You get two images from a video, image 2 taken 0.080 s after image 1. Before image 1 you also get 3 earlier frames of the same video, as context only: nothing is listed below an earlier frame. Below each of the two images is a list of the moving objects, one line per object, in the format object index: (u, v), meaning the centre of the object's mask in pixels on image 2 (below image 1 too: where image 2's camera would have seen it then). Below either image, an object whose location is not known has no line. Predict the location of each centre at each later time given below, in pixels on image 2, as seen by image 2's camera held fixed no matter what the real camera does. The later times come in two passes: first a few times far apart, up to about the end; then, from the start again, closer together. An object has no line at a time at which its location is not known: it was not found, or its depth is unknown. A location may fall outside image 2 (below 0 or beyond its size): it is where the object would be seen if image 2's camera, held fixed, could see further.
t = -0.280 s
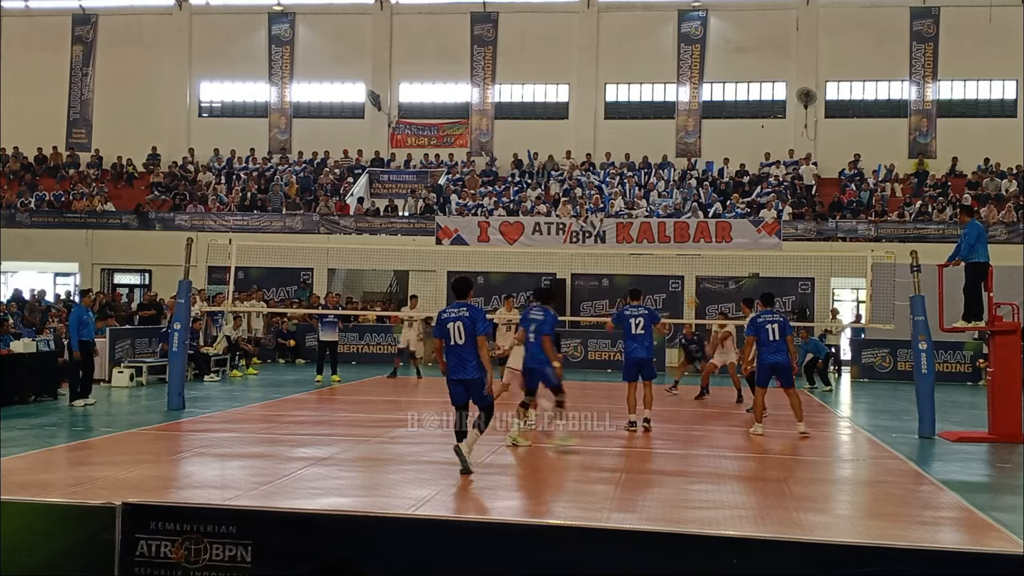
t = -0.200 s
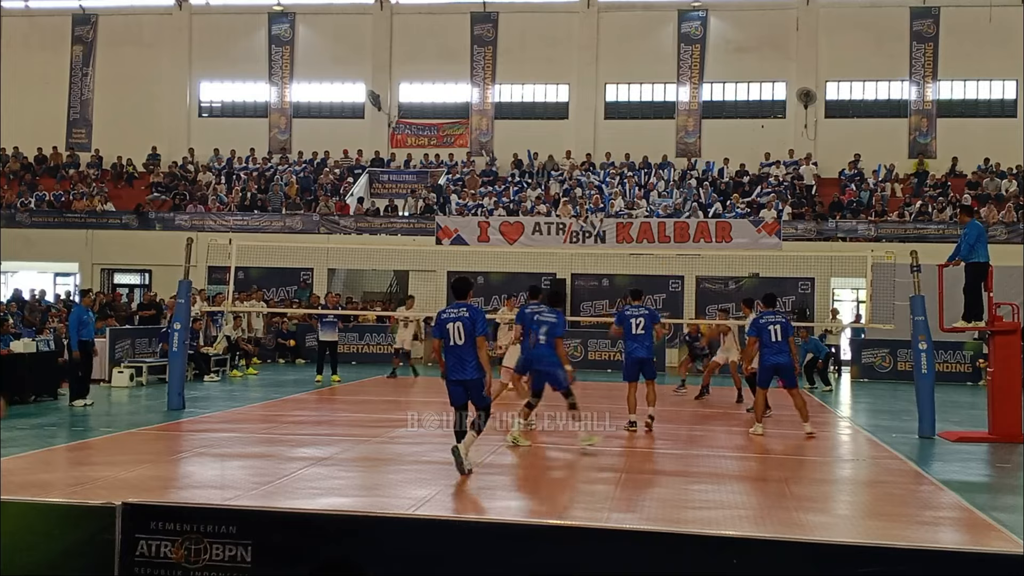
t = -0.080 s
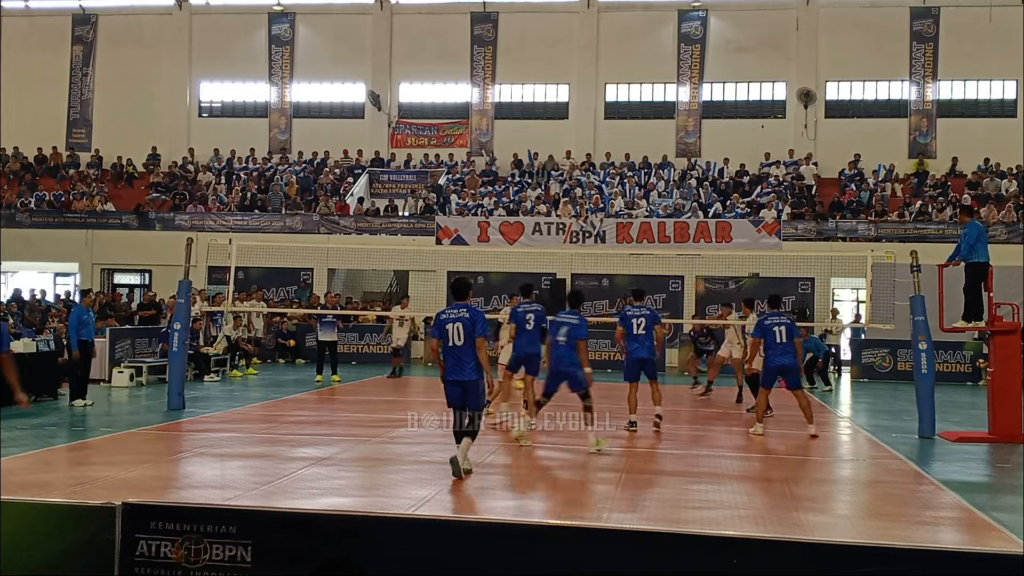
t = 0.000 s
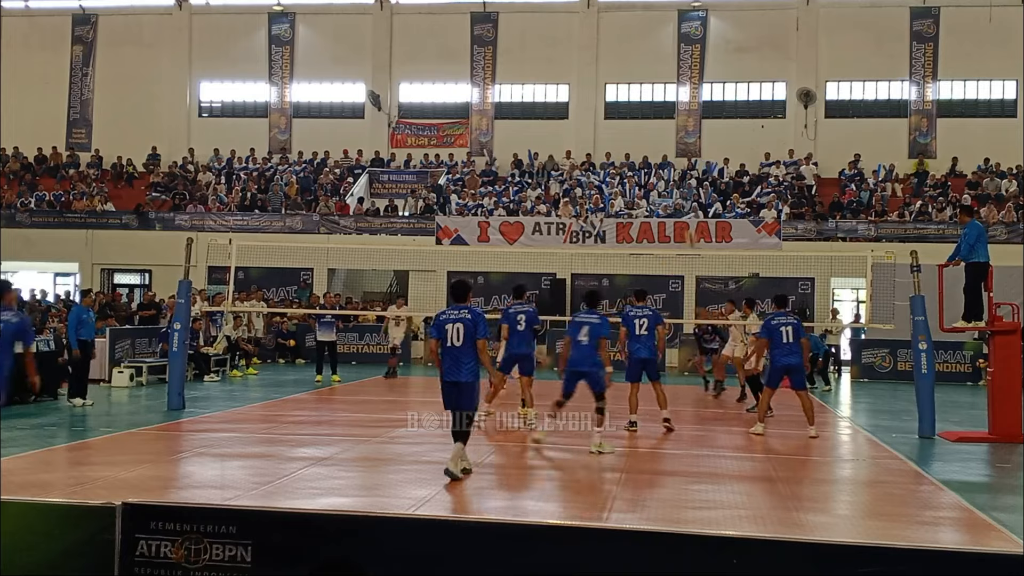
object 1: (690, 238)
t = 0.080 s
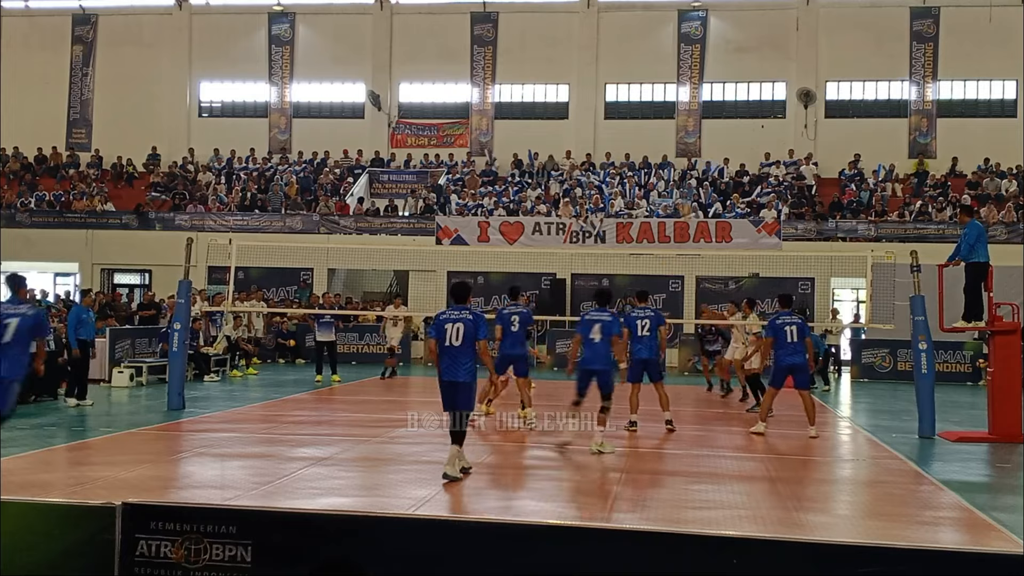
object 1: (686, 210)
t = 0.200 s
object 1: (676, 163)
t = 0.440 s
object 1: (659, 101)
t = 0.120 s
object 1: (684, 198)
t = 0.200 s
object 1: (676, 163)
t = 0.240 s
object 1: (672, 152)
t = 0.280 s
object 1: (670, 143)
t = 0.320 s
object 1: (668, 132)
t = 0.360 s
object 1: (665, 121)
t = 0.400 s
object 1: (663, 112)
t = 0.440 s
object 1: (659, 101)
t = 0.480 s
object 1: (655, 94)
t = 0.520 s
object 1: (653, 87)
